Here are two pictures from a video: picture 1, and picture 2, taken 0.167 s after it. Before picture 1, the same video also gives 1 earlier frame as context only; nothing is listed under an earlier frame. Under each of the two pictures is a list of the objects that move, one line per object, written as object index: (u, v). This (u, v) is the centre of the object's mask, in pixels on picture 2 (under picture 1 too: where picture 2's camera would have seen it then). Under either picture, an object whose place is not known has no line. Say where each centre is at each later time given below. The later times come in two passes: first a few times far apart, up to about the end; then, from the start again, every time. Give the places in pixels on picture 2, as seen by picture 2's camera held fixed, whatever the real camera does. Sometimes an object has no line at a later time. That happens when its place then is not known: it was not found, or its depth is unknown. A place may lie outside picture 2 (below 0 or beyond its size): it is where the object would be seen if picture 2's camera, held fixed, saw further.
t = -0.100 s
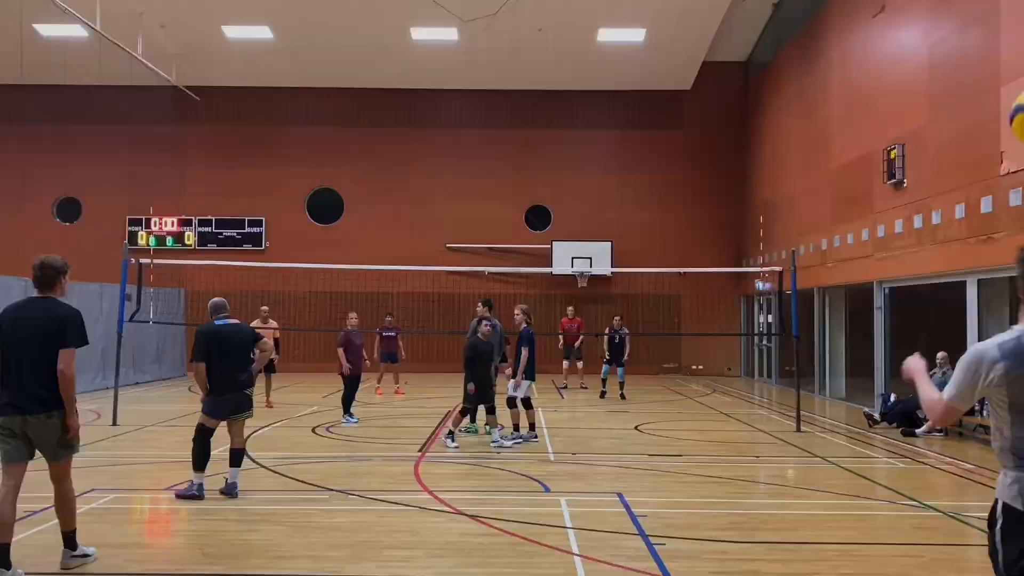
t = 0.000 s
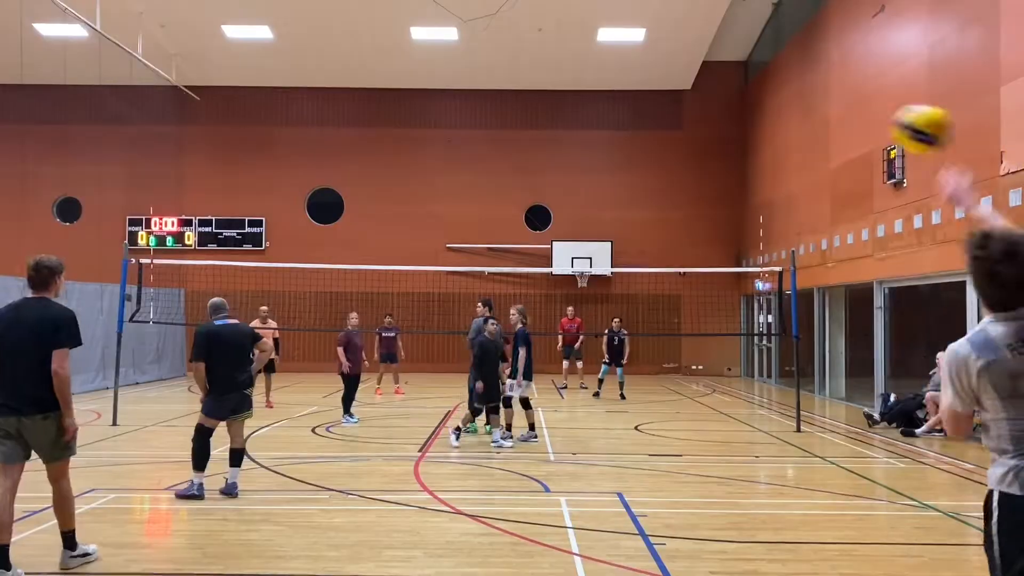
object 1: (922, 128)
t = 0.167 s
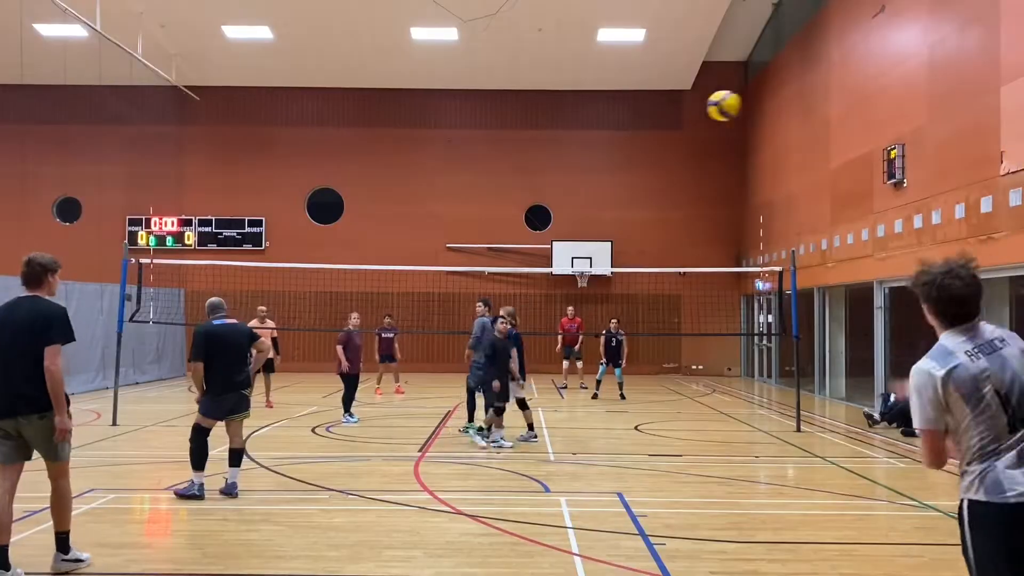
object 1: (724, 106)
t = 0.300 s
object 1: (652, 116)
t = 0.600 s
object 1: (578, 172)
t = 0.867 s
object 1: (550, 238)
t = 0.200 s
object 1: (701, 107)
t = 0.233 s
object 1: (682, 109)
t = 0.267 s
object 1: (666, 112)
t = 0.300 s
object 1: (652, 116)
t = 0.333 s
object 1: (640, 121)
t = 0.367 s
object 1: (628, 126)
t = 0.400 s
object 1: (618, 132)
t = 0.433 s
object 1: (609, 138)
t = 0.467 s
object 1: (601, 145)
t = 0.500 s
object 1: (594, 151)
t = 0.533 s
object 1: (588, 158)
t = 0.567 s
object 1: (583, 165)
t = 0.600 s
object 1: (578, 172)
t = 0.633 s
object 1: (574, 180)
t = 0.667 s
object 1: (570, 188)
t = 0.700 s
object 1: (566, 196)
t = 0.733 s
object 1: (562, 204)
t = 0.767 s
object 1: (559, 212)
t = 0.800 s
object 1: (555, 221)
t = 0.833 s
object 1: (553, 229)
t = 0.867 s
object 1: (550, 238)
